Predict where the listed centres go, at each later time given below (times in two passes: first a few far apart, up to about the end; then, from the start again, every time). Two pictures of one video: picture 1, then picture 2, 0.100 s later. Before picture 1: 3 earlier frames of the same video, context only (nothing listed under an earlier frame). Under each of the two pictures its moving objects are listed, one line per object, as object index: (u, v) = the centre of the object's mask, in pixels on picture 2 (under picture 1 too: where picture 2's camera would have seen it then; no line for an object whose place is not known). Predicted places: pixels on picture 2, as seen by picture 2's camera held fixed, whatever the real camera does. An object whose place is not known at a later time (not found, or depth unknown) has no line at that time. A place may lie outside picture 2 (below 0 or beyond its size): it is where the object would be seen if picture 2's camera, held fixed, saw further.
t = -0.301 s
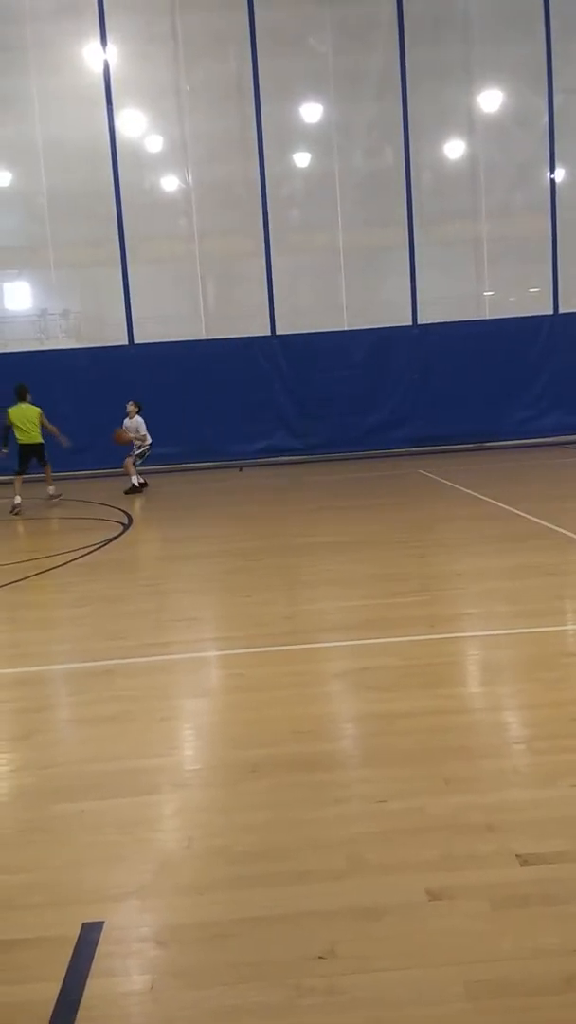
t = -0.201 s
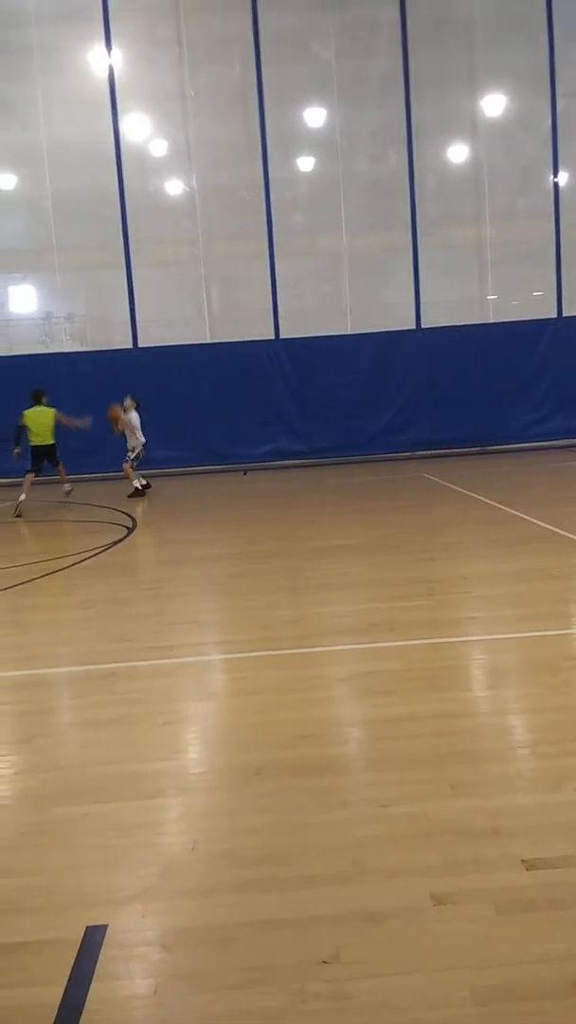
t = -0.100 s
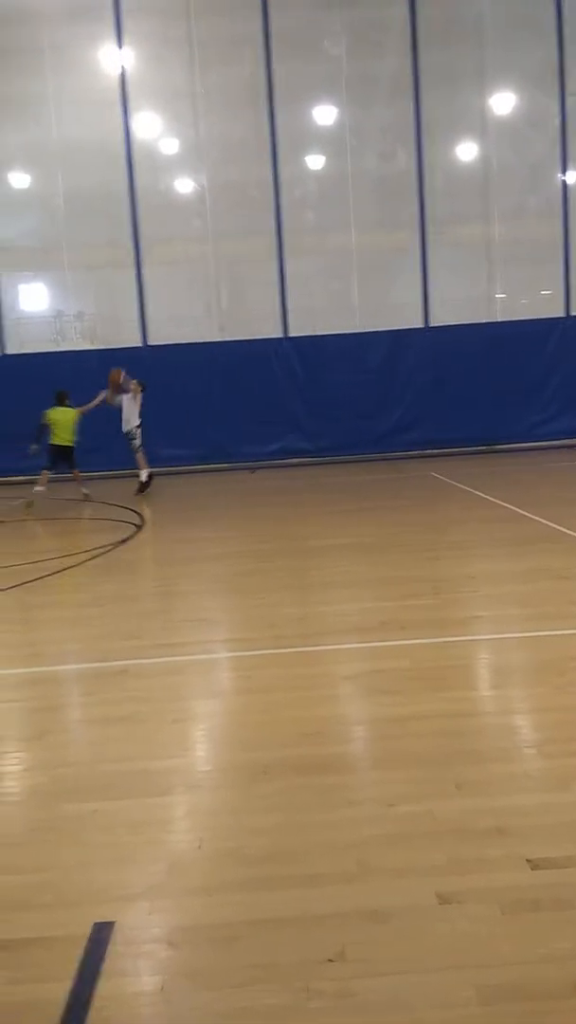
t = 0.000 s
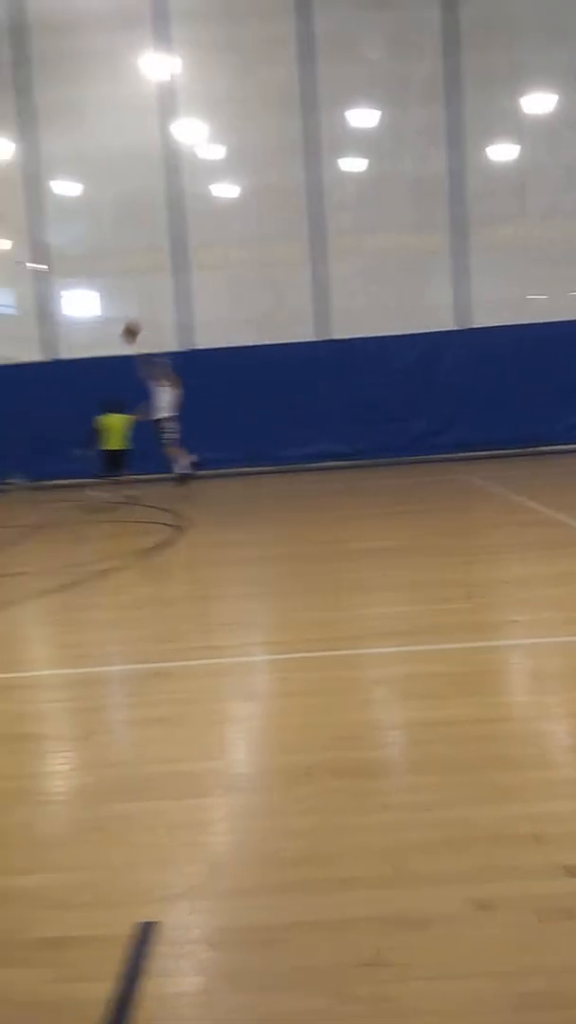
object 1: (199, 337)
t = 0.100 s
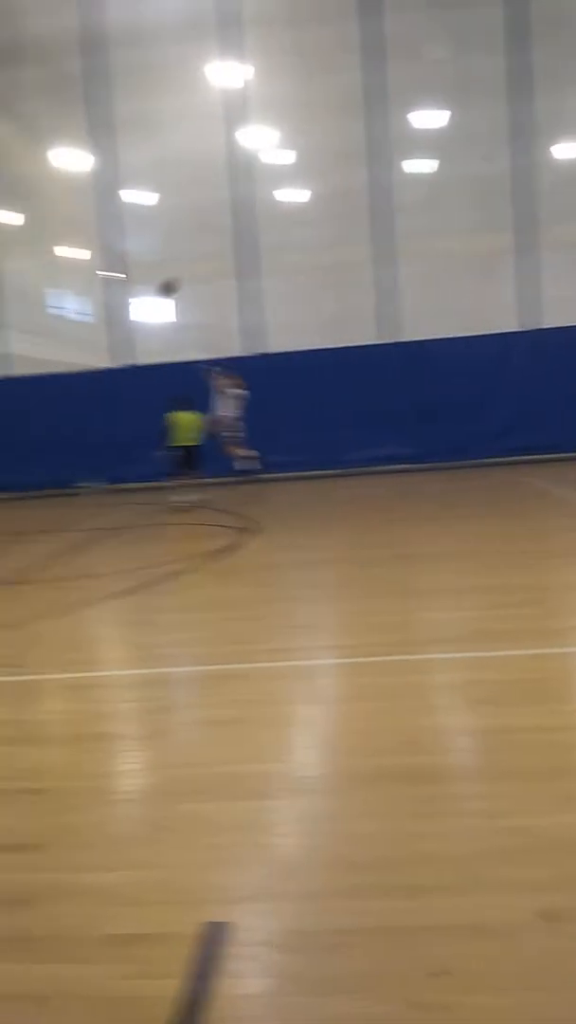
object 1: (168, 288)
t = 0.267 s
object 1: (112, 220)
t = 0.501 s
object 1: (35, 151)
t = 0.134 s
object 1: (155, 275)
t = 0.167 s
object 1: (145, 260)
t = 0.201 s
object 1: (135, 245)
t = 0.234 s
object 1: (121, 233)
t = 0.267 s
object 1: (112, 220)
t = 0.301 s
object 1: (103, 206)
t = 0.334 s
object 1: (91, 196)
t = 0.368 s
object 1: (80, 185)
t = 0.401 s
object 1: (66, 178)
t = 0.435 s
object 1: (50, 169)
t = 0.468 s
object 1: (42, 159)
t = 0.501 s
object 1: (35, 151)
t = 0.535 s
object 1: (25, 144)
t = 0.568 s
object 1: (15, 138)
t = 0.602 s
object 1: (4, 132)
